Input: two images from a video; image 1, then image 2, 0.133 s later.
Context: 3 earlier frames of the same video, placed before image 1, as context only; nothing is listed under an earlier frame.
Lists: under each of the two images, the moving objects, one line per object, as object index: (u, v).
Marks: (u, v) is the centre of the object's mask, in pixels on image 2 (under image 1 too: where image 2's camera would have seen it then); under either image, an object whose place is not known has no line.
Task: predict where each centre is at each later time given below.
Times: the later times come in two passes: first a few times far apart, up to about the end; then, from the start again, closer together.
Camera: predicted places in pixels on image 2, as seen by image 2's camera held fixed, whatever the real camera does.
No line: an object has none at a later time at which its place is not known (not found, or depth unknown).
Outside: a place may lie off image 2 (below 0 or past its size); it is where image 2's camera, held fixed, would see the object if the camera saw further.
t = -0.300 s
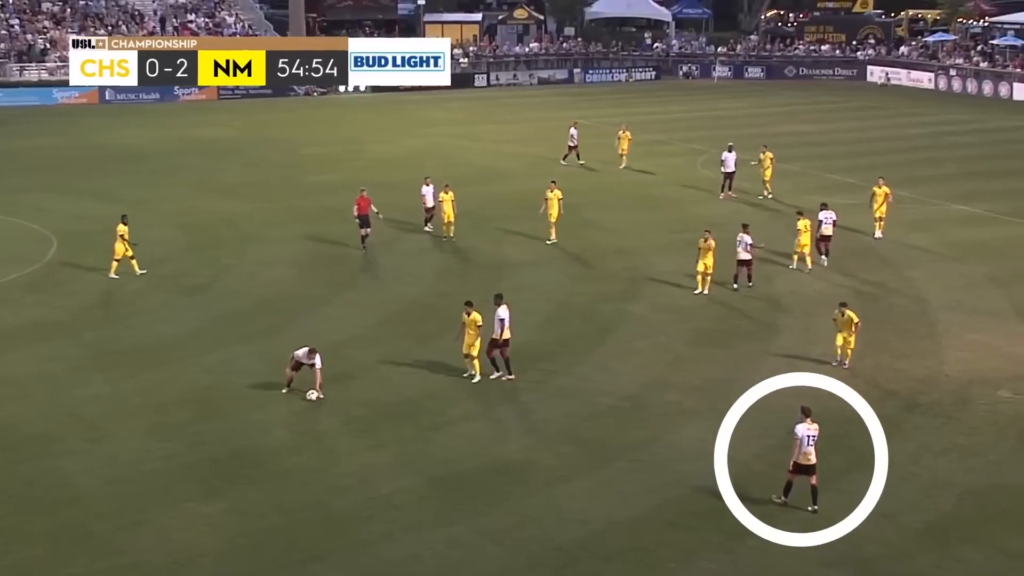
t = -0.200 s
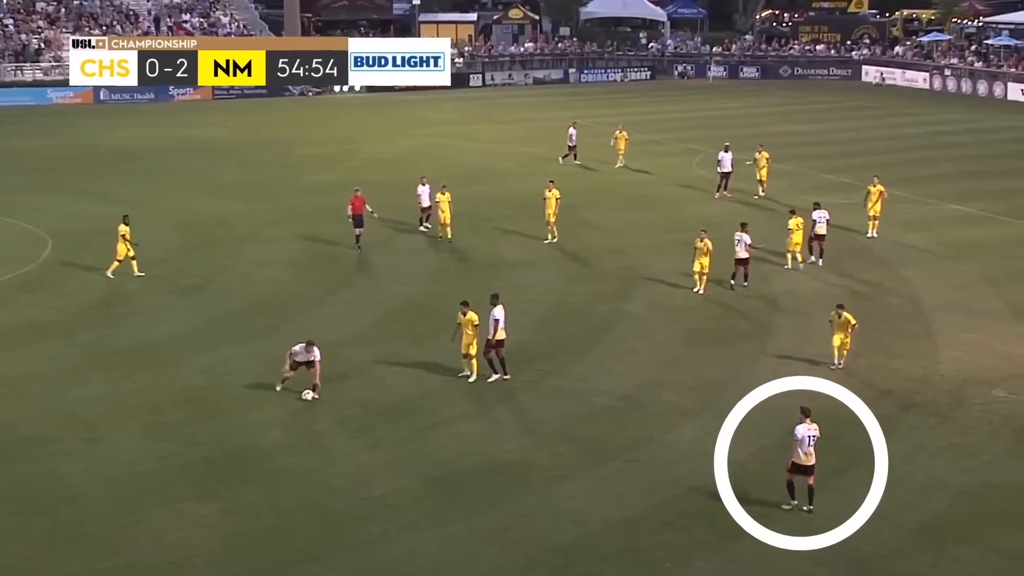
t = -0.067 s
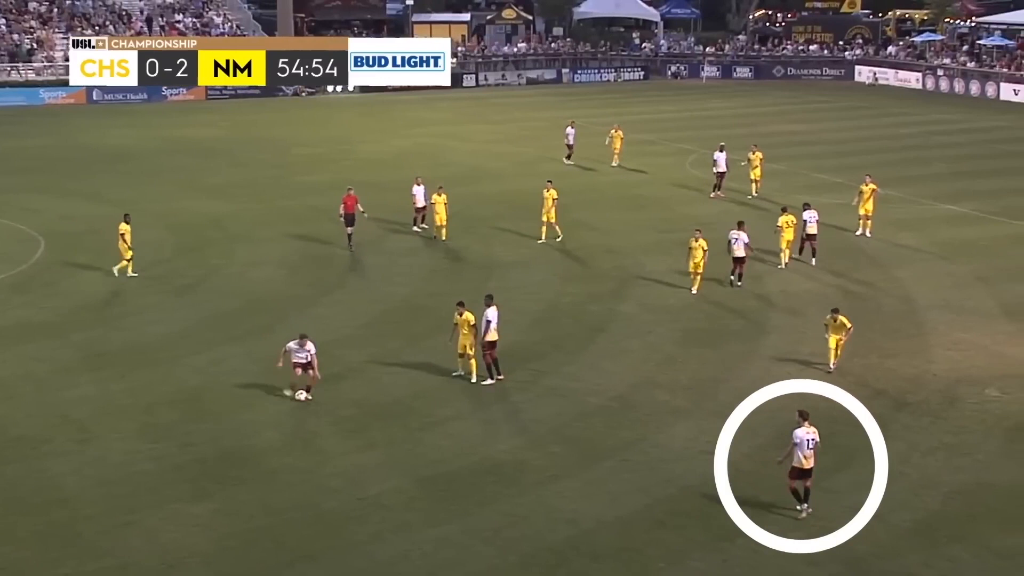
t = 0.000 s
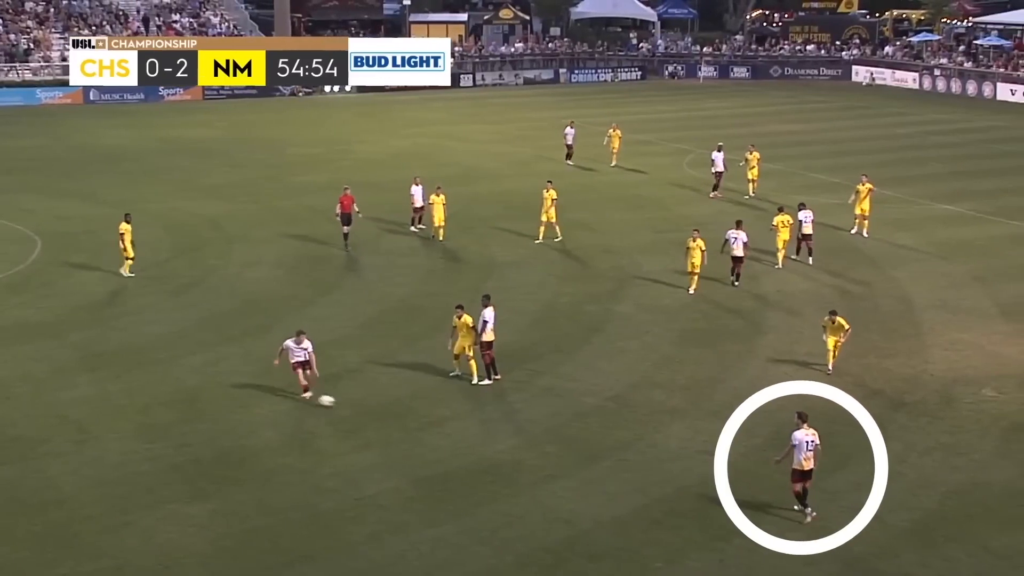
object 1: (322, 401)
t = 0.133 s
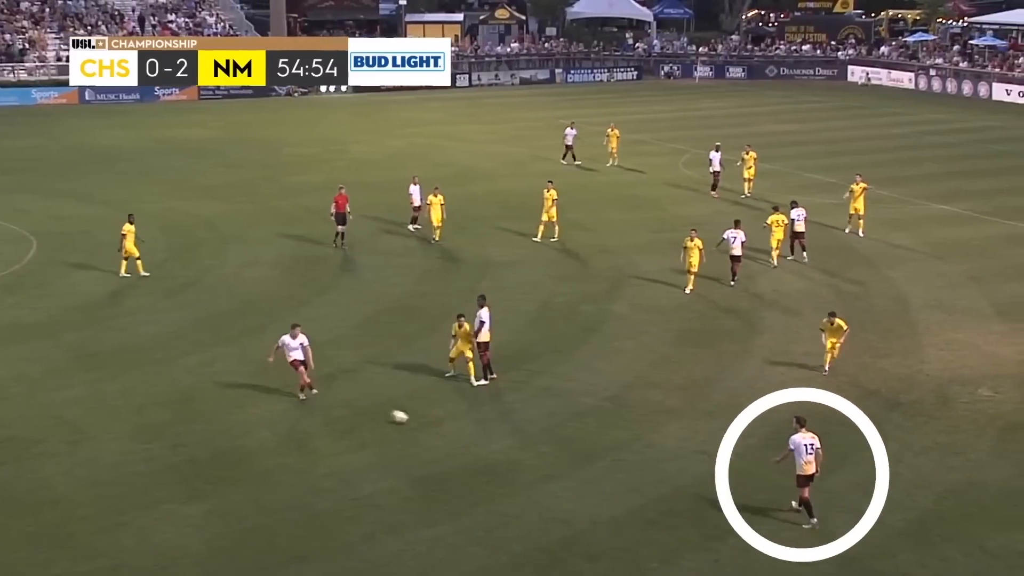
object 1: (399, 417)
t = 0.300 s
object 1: (494, 433)
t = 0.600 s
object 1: (665, 469)
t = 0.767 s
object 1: (758, 493)
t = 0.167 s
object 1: (419, 422)
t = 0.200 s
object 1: (439, 427)
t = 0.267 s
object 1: (475, 430)
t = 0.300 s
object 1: (494, 433)
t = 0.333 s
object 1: (513, 436)
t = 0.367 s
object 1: (531, 441)
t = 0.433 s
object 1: (571, 450)
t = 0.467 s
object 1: (590, 457)
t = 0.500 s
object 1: (610, 463)
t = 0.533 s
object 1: (628, 465)
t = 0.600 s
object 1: (665, 469)
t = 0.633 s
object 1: (683, 472)
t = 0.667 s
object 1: (701, 476)
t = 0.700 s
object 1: (720, 480)
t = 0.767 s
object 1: (758, 493)
